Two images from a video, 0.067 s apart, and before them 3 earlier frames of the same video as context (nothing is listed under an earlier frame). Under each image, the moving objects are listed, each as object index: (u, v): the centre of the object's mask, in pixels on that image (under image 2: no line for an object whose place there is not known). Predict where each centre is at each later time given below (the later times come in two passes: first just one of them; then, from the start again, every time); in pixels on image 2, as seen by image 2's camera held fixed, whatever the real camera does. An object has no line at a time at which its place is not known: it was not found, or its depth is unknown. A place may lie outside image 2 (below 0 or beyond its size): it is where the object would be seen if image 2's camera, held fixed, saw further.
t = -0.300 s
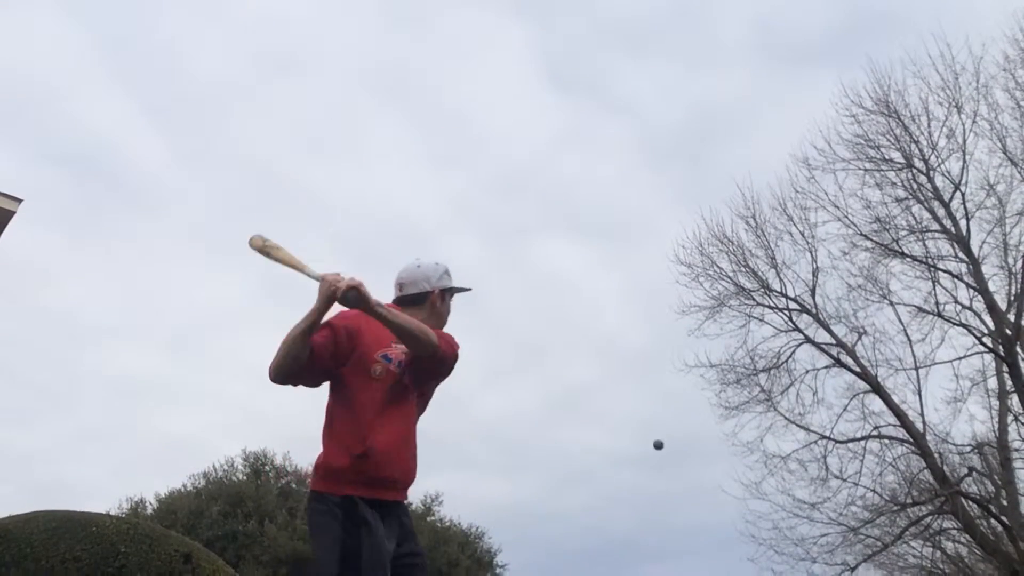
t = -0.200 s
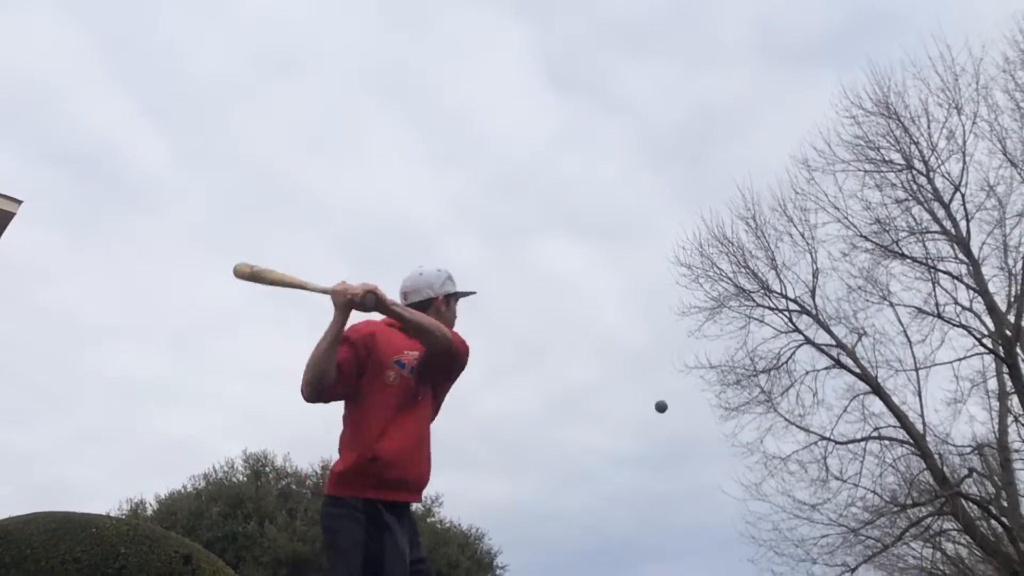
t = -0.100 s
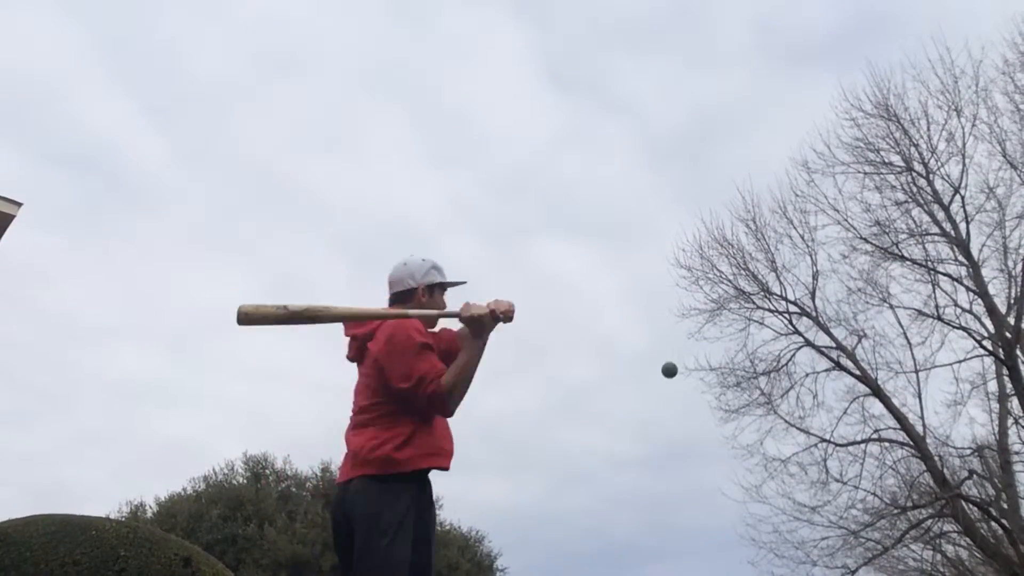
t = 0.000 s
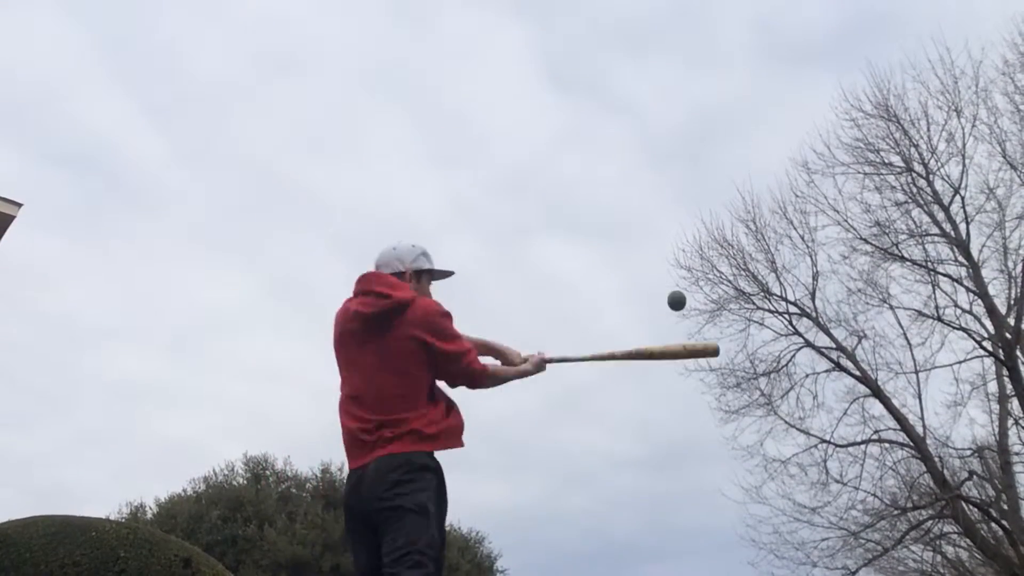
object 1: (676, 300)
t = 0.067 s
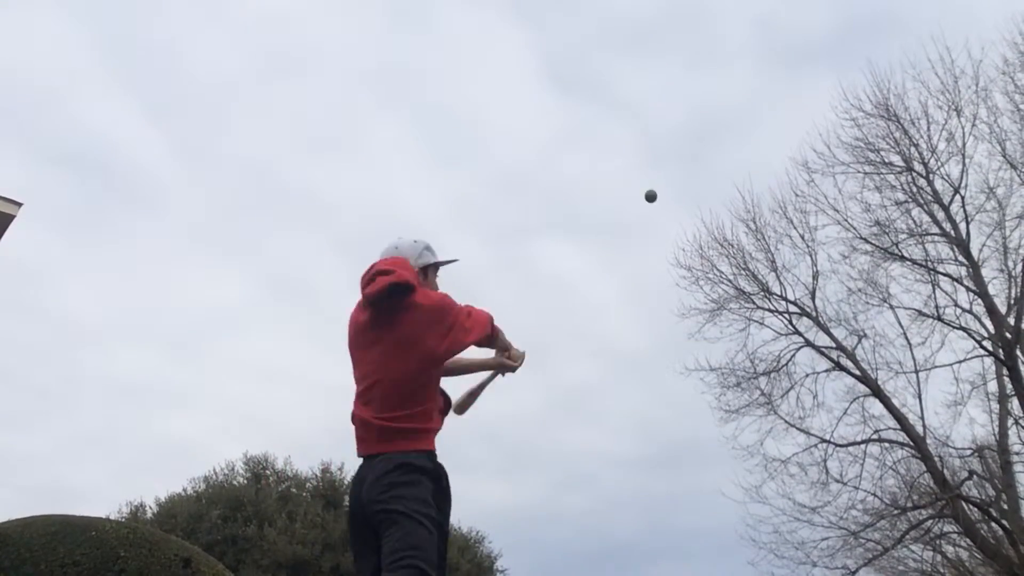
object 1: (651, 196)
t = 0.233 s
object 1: (627, 102)
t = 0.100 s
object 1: (643, 166)
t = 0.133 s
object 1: (638, 145)
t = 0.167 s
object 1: (634, 128)
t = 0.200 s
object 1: (630, 113)
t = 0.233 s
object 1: (627, 102)
